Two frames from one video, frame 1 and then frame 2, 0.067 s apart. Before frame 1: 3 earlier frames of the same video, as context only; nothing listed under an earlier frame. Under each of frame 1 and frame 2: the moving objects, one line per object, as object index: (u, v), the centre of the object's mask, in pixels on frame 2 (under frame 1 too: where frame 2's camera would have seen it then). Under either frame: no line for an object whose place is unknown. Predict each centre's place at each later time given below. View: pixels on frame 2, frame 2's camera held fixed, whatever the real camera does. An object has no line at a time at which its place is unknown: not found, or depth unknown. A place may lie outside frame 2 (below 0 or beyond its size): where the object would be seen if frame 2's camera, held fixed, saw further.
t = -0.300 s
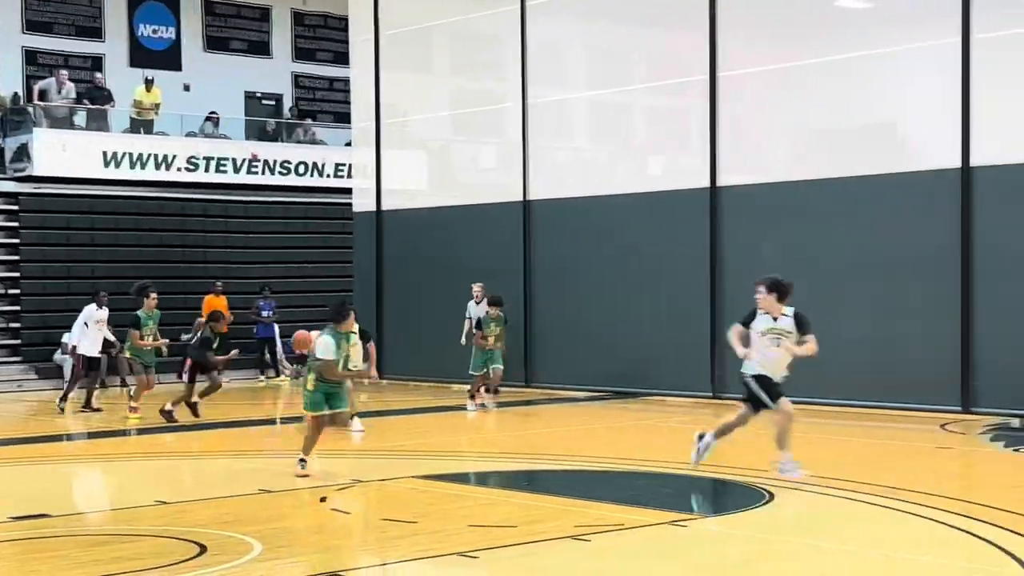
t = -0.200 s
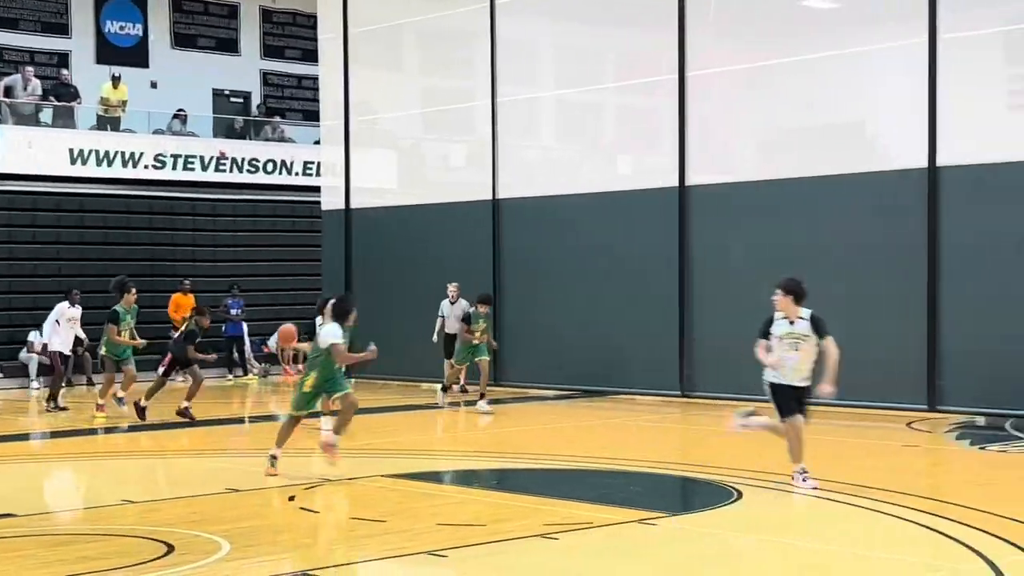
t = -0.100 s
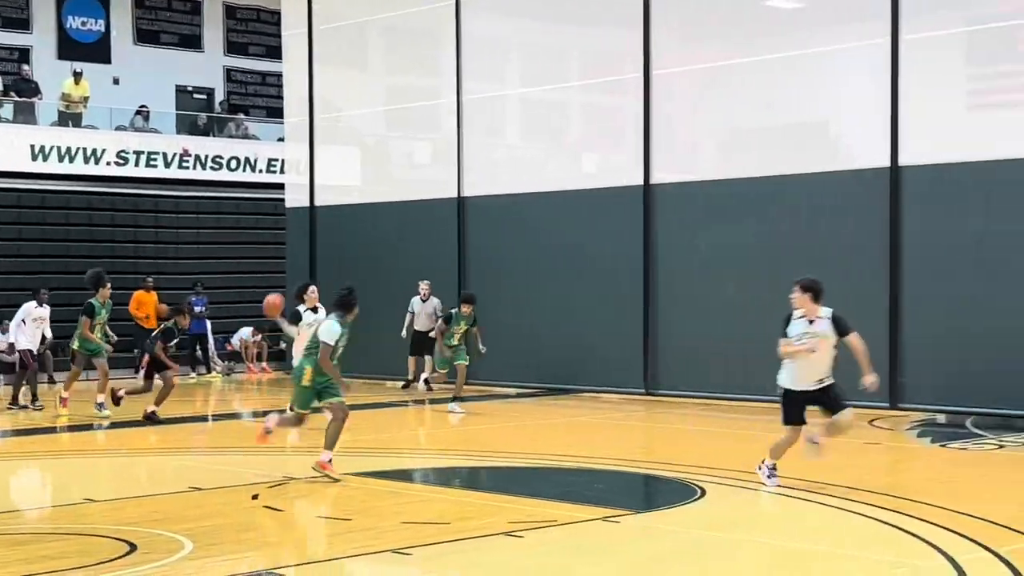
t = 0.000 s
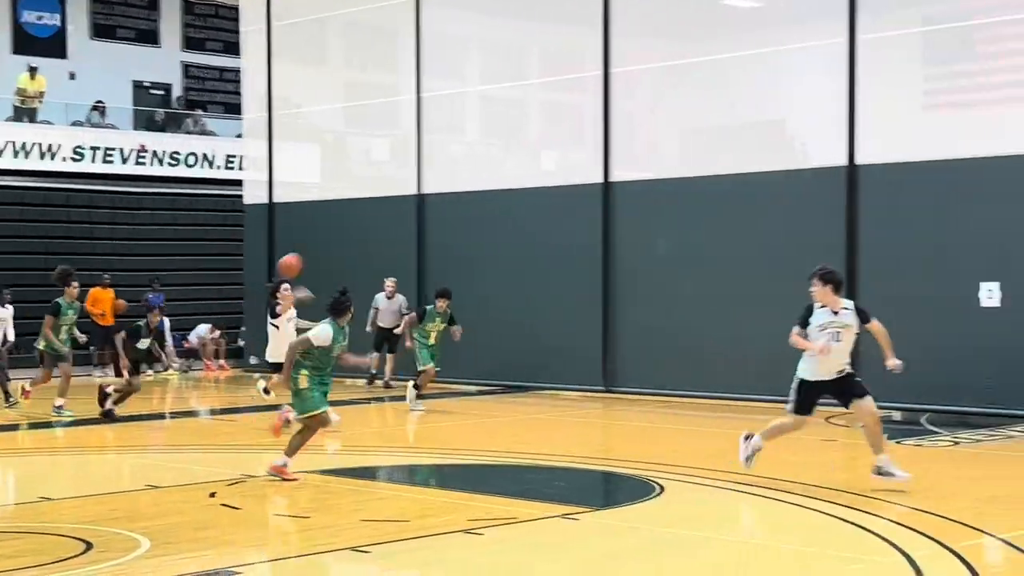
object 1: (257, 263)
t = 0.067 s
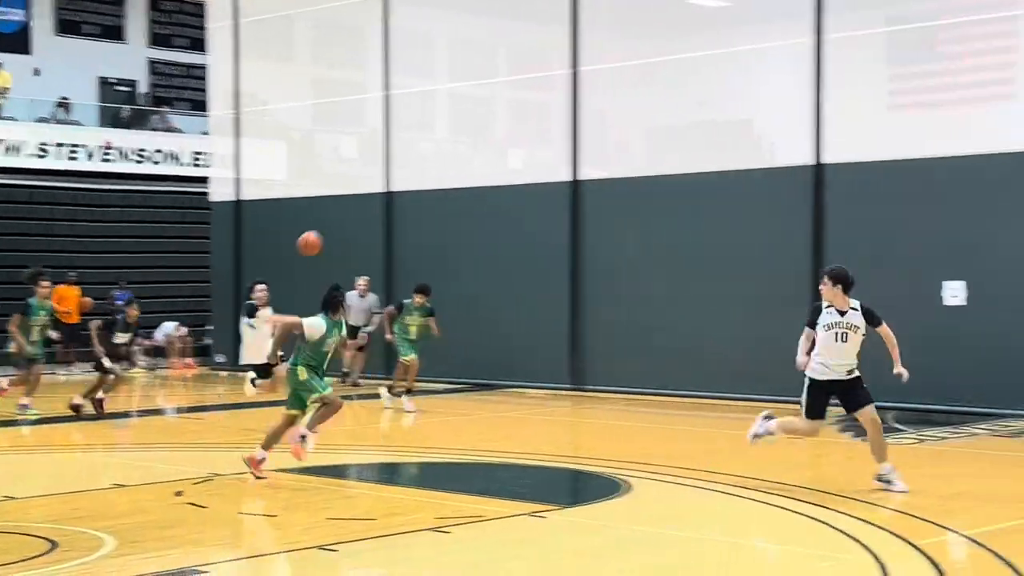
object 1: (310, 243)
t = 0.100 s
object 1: (337, 234)
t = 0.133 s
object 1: (365, 226)
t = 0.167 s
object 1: (394, 218)
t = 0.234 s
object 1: (454, 205)
